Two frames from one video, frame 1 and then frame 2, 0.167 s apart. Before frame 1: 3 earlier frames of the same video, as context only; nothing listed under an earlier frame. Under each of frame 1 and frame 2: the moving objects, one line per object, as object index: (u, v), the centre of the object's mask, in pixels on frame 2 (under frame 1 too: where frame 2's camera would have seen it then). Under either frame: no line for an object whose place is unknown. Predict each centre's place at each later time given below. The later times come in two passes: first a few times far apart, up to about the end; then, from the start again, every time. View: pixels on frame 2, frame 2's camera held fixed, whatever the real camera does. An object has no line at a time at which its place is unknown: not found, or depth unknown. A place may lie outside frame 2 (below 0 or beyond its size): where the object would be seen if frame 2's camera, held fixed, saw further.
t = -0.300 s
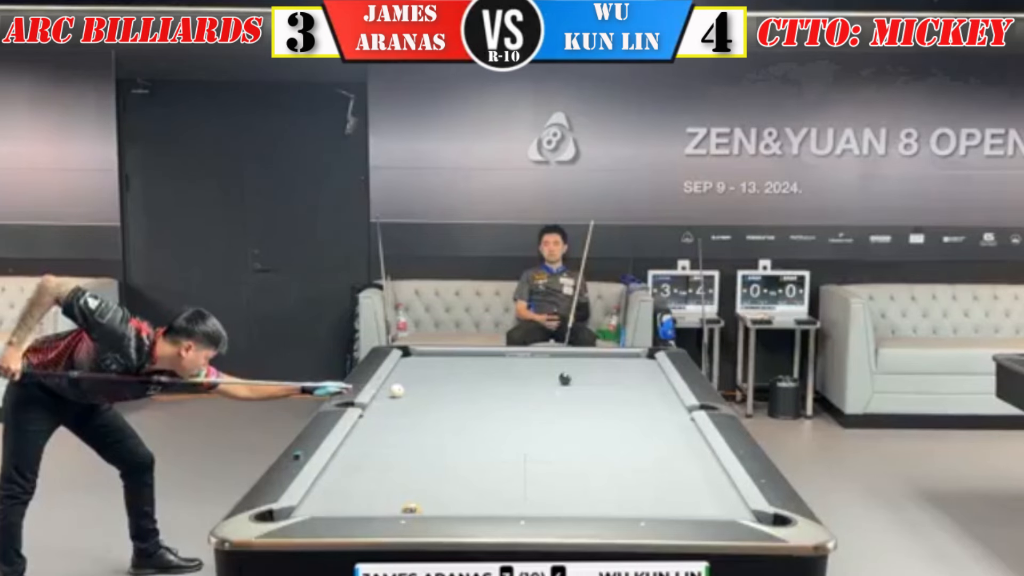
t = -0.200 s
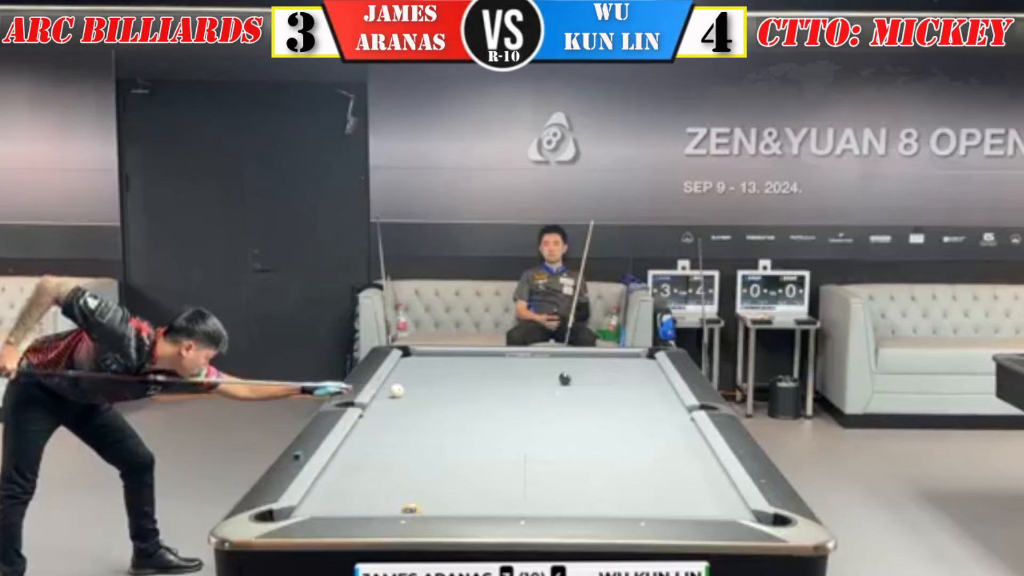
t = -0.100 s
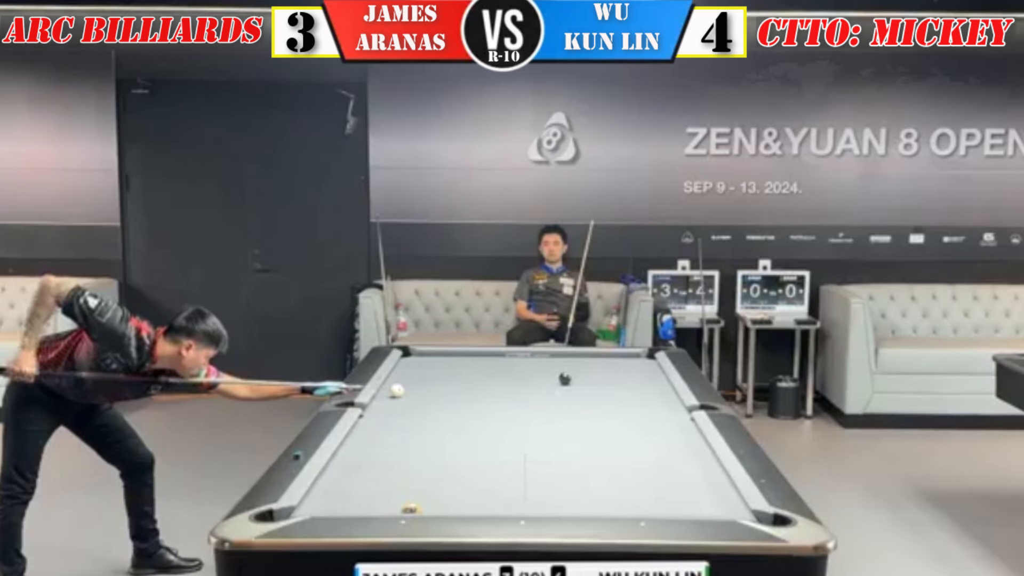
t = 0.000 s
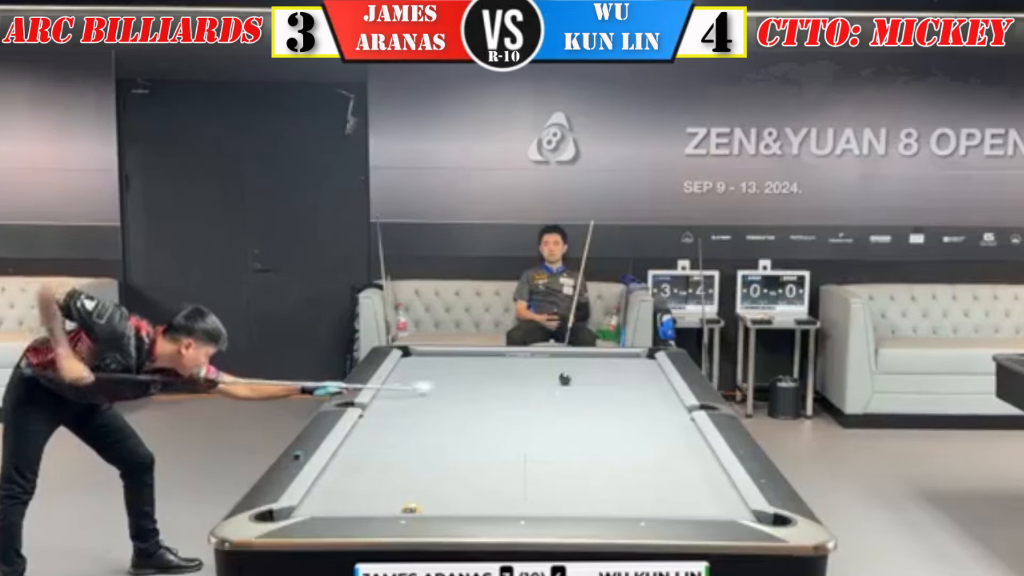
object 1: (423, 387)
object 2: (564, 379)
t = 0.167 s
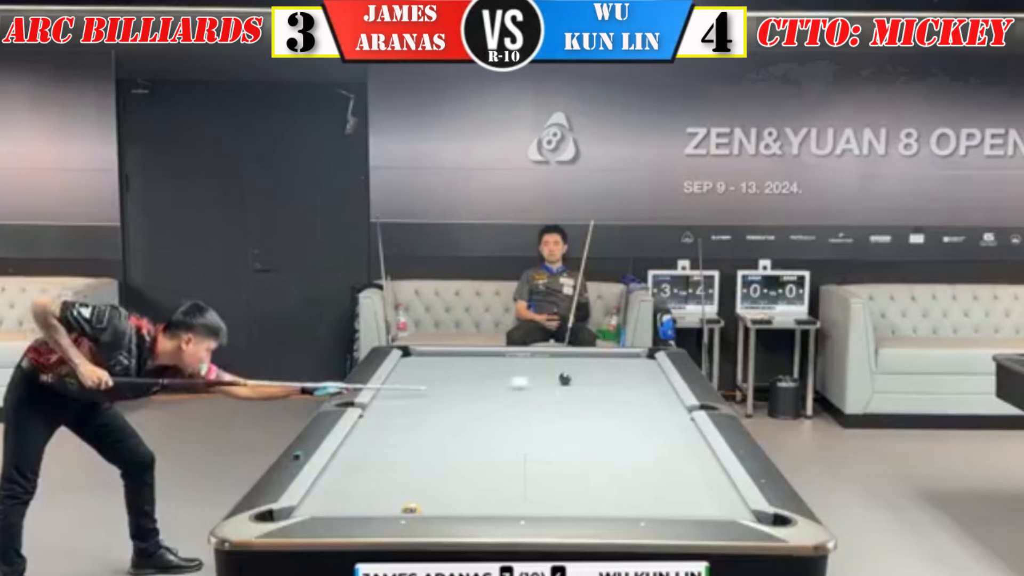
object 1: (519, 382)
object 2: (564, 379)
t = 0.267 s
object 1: (567, 381)
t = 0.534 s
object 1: (666, 389)
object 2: (613, 362)
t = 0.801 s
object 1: (605, 395)
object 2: (645, 355)
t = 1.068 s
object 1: (547, 402)
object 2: (631, 358)
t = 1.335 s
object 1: (488, 408)
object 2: (613, 359)
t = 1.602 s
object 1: (427, 415)
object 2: (597, 362)
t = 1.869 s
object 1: (366, 423)
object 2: (579, 363)
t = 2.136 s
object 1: (391, 427)
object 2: (563, 364)
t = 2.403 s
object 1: (418, 430)
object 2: (549, 366)
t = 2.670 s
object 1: (443, 434)
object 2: (534, 366)
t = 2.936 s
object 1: (467, 437)
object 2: (522, 368)
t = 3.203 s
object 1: (490, 441)
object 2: (509, 369)
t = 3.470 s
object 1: (513, 445)
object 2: (498, 370)
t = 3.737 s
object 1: (534, 448)
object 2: (488, 371)
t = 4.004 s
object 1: (555, 452)
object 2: (479, 372)
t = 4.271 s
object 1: (573, 454)
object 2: (472, 372)
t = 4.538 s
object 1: (591, 458)
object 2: (465, 373)
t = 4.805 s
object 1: (608, 460)
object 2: (460, 373)
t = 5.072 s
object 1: (623, 463)
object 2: (456, 373)
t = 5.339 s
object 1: (637, 466)
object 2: (453, 373)
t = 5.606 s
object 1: (649, 468)
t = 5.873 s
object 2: (452, 375)
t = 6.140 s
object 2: (452, 375)
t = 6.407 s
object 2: (452, 375)
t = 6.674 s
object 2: (452, 374)
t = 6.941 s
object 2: (452, 374)
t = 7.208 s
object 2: (452, 374)
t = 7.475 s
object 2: (452, 374)
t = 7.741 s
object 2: (452, 374)
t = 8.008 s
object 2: (452, 374)
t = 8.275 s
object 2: (452, 374)
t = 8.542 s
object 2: (452, 374)
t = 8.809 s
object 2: (452, 374)
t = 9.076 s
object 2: (452, 374)
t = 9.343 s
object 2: (452, 374)
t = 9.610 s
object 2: (452, 374)
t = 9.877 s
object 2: (452, 374)
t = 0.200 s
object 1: (538, 381)
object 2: (564, 379)
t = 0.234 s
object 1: (556, 380)
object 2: (567, 379)
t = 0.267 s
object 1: (567, 381)
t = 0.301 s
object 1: (581, 382)
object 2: (576, 372)
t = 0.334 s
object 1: (591, 384)
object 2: (583, 373)
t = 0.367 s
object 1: (604, 384)
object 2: (589, 371)
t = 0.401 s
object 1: (616, 386)
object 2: (595, 368)
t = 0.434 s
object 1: (629, 388)
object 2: (600, 367)
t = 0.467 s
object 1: (640, 388)
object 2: (604, 365)
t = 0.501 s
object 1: (654, 389)
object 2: (609, 364)
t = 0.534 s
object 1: (666, 389)
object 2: (613, 362)
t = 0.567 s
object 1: (662, 390)
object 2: (617, 362)
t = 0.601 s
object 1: (652, 391)
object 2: (621, 360)
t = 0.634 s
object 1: (644, 392)
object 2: (625, 359)
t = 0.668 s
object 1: (635, 392)
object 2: (629, 358)
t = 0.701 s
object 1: (627, 393)
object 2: (633, 358)
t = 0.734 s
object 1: (619, 394)
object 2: (638, 356)
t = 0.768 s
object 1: (612, 395)
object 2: (641, 357)
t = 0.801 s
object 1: (605, 395)
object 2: (645, 355)
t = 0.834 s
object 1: (598, 396)
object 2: (646, 355)
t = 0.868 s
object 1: (591, 397)
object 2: (646, 356)
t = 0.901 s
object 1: (584, 398)
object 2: (643, 356)
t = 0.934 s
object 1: (576, 399)
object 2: (641, 356)
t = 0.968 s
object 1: (569, 400)
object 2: (639, 357)
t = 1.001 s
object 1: (562, 400)
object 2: (637, 358)
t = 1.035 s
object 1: (554, 401)
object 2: (634, 357)
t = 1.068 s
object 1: (547, 402)
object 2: (631, 358)
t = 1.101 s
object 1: (540, 403)
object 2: (630, 358)
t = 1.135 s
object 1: (533, 404)
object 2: (627, 358)
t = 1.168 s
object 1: (526, 404)
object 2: (625, 358)
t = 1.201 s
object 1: (518, 405)
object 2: (623, 358)
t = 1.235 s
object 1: (511, 406)
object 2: (620, 359)
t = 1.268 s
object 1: (504, 406)
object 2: (618, 359)
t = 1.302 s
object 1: (496, 408)
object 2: (617, 359)
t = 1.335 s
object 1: (488, 408)
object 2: (613, 359)
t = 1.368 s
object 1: (481, 409)
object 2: (611, 359)
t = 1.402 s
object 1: (474, 410)
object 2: (609, 359)
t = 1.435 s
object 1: (467, 411)
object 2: (607, 360)
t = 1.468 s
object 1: (459, 412)
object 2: (604, 359)
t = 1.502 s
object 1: (450, 412)
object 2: (602, 360)
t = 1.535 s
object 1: (443, 414)
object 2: (600, 361)
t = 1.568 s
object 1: (436, 414)
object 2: (598, 361)
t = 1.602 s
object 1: (427, 415)
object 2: (597, 362)
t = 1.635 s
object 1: (420, 417)
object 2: (594, 361)
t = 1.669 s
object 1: (412, 417)
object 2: (591, 362)
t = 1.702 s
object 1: (404, 418)
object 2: (589, 362)
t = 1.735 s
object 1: (397, 419)
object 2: (587, 362)
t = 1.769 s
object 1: (389, 420)
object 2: (585, 362)
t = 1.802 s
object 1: (382, 421)
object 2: (583, 363)
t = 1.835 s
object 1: (373, 422)
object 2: (581, 363)
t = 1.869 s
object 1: (366, 423)
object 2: (579, 363)
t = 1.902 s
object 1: (365, 424)
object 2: (577, 363)
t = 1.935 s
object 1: (370, 424)
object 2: (575, 363)
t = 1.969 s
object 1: (374, 424)
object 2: (573, 363)
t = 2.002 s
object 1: (378, 425)
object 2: (571, 363)
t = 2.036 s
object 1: (381, 425)
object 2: (569, 363)
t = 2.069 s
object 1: (385, 426)
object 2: (567, 363)
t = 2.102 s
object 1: (387, 426)
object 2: (565, 364)
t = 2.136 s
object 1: (391, 427)
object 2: (563, 364)
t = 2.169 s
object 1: (394, 427)
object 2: (561, 364)
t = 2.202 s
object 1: (397, 427)
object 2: (560, 364)
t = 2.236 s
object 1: (401, 428)
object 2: (558, 364)
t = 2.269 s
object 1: (404, 428)
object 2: (555, 365)
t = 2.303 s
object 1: (407, 429)
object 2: (553, 365)
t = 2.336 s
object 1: (411, 429)
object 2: (551, 365)
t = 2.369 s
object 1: (413, 430)
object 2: (550, 366)
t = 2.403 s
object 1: (418, 430)
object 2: (549, 366)
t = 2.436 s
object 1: (421, 430)
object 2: (547, 366)
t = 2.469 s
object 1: (424, 431)
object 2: (545, 366)
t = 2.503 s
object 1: (427, 431)
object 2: (543, 366)
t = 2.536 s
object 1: (430, 432)
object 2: (541, 366)
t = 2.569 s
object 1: (434, 432)
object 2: (539, 366)
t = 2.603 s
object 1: (436, 433)
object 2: (538, 366)
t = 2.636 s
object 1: (440, 433)
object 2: (536, 366)
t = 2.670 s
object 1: (443, 434)
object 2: (534, 366)
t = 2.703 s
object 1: (446, 434)
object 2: (533, 367)
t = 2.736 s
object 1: (449, 435)
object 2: (531, 367)
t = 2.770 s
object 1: (452, 435)
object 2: (529, 367)
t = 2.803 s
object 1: (455, 435)
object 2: (528, 367)
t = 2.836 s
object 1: (458, 436)
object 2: (526, 367)
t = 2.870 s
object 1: (461, 436)
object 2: (524, 368)
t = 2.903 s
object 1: (464, 437)
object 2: (523, 368)
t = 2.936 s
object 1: (467, 437)
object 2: (522, 368)
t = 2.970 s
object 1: (470, 438)
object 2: (520, 368)
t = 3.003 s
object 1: (473, 438)
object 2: (518, 368)
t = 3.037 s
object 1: (476, 439)
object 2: (516, 368)
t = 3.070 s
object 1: (479, 439)
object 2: (515, 368)
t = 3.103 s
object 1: (482, 440)
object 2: (513, 368)
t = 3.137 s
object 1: (485, 440)
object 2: (512, 368)
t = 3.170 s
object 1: (488, 441)
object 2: (510, 368)
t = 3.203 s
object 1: (490, 441)
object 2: (509, 369)
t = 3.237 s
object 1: (493, 441)
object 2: (507, 369)
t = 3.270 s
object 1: (496, 442)
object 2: (506, 369)
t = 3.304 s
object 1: (499, 442)
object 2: (505, 369)
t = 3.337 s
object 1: (501, 443)
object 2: (503, 370)
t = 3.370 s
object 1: (504, 443)
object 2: (502, 370)
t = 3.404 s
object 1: (507, 444)
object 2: (501, 370)
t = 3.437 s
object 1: (510, 444)
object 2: (499, 370)
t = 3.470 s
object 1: (513, 445)
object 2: (498, 370)
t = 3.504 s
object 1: (516, 445)
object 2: (496, 370)
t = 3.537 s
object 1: (518, 445)
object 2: (495, 370)
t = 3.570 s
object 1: (521, 446)
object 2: (494, 370)
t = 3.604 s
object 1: (524, 446)
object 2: (493, 370)
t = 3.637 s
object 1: (526, 447)
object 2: (492, 370)
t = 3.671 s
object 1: (529, 448)
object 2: (490, 370)
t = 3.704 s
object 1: (531, 448)
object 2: (489, 371)
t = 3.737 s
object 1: (534, 448)
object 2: (488, 371)
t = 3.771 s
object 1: (537, 449)
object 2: (487, 371)
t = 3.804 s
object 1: (539, 449)
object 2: (486, 372)
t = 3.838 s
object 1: (542, 450)
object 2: (485, 372)
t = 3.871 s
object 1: (544, 450)
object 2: (483, 371)
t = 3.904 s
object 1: (547, 450)
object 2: (483, 371)
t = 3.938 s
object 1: (550, 451)
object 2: (482, 371)
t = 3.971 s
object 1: (552, 452)
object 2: (480, 372)
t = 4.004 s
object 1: (555, 452)
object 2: (479, 372)
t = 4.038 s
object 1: (557, 453)
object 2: (478, 372)
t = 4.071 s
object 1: (559, 453)
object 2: (477, 372)
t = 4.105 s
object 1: (562, 453)
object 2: (476, 372)
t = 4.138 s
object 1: (564, 453)
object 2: (475, 372)
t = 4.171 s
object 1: (567, 454)
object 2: (474, 372)
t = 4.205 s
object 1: (569, 454)
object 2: (473, 372)
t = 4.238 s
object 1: (571, 454)
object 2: (473, 372)
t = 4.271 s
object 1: (573, 454)
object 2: (472, 372)
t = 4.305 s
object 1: (576, 454)
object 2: (471, 372)
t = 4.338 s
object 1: (578, 455)
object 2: (470, 372)
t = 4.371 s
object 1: (580, 455)
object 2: (470, 372)
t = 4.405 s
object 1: (583, 456)
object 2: (468, 372)
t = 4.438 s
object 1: (585, 457)
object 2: (468, 372)
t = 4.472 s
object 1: (587, 457)
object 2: (467, 373)
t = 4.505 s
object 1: (589, 457)
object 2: (466, 373)
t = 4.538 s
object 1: (591, 458)
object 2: (465, 373)
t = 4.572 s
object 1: (594, 458)
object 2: (465, 373)
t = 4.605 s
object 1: (595, 458)
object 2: (464, 373)
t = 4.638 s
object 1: (597, 459)
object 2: (463, 373)
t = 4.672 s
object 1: (599, 459)
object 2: (463, 373)
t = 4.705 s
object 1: (601, 459)
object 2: (462, 373)
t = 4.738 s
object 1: (604, 459)
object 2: (461, 373)
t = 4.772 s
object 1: (606, 459)
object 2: (461, 373)
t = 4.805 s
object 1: (608, 460)
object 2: (460, 373)
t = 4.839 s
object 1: (610, 461)
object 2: (460, 373)
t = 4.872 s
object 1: (612, 461)
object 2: (459, 373)
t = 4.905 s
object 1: (613, 461)
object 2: (458, 373)
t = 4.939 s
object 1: (615, 462)
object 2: (458, 373)
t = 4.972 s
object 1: (618, 462)
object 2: (457, 373)
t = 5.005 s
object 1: (620, 462)
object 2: (457, 373)
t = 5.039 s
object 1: (621, 462)
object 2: (456, 373)
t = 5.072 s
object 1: (623, 463)
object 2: (456, 373)
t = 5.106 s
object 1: (625, 463)
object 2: (456, 373)
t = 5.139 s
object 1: (627, 463)
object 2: (455, 373)
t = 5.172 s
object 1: (628, 463)
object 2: (455, 373)
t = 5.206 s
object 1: (630, 464)
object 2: (454, 373)
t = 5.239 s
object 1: (632, 464)
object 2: (454, 373)
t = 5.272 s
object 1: (634, 465)
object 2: (454, 373)
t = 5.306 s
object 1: (635, 465)
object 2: (453, 373)
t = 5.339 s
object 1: (637, 466)
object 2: (453, 373)
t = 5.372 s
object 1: (638, 467)
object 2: (453, 374)
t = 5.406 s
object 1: (640, 467)
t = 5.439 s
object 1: (642, 467)
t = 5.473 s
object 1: (643, 467)
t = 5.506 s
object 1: (644, 468)
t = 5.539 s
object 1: (646, 468)
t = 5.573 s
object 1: (648, 468)
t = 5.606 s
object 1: (649, 468)
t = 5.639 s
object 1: (650, 469)
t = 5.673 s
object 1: (652, 469)
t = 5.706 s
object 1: (654, 469)
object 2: (452, 374)
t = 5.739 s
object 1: (655, 469)
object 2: (452, 374)
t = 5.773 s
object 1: (656, 470)
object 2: (452, 375)
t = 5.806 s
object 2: (452, 375)
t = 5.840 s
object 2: (452, 375)
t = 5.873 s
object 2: (452, 375)
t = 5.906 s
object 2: (452, 375)
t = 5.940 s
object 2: (452, 375)
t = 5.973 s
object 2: (452, 375)
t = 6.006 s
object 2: (452, 375)
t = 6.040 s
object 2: (452, 375)
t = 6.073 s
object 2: (452, 375)
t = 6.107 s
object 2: (452, 375)
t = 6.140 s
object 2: (452, 375)
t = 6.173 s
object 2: (452, 375)
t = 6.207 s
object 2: (452, 375)
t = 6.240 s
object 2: (452, 375)
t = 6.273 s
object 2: (452, 375)
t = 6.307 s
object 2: (452, 375)
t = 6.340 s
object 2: (452, 375)
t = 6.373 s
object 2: (452, 375)
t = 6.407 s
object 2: (452, 375)
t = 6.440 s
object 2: (452, 374)
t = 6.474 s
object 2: (452, 374)
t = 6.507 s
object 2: (452, 374)
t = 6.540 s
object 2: (452, 374)
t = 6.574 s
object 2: (452, 374)
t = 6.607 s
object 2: (452, 374)
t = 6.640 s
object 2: (452, 374)
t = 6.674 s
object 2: (452, 374)
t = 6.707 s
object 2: (452, 374)
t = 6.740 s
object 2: (452, 374)
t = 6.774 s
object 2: (452, 374)
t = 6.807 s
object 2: (452, 374)
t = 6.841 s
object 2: (452, 374)
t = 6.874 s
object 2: (452, 374)
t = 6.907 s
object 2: (452, 374)
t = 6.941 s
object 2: (452, 374)
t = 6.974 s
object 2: (452, 374)
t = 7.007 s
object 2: (452, 374)
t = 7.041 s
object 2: (452, 374)
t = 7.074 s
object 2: (452, 374)
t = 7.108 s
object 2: (452, 374)
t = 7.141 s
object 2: (452, 374)
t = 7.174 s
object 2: (452, 374)
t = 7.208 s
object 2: (452, 374)
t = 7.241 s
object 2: (452, 374)
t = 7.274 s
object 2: (452, 374)
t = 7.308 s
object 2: (452, 374)
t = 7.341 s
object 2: (452, 374)
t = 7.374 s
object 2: (452, 374)
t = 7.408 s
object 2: (452, 374)
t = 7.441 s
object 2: (452, 374)
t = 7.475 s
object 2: (452, 374)
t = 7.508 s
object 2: (452, 374)
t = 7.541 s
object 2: (452, 374)
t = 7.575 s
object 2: (452, 374)
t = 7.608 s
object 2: (452, 374)
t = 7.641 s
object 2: (452, 374)
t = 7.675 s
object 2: (452, 374)
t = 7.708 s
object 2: (452, 374)
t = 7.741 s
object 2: (452, 374)
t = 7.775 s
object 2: (452, 374)
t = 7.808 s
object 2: (452, 374)
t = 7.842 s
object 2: (452, 374)
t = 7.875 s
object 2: (452, 374)
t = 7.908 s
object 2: (452, 374)
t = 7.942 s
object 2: (452, 374)
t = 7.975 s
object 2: (452, 374)
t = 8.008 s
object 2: (452, 374)
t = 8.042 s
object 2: (452, 374)
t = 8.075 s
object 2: (452, 374)
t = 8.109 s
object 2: (452, 374)
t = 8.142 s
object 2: (452, 374)
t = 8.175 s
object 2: (452, 374)
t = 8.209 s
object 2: (452, 374)
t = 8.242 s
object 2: (452, 374)
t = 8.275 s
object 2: (452, 374)
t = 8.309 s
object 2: (452, 374)
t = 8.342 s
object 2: (452, 374)
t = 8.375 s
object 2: (452, 374)
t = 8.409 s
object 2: (452, 374)
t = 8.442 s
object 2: (452, 374)
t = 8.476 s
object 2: (452, 374)
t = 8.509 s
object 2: (452, 374)
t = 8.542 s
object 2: (452, 374)
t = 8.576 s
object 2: (452, 374)
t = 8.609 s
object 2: (452, 374)
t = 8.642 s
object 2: (452, 374)
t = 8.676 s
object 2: (452, 374)
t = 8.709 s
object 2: (452, 374)
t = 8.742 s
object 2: (452, 374)
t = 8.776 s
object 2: (452, 374)
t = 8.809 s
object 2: (452, 374)
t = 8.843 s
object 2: (452, 374)
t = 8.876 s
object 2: (452, 374)
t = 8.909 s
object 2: (452, 374)
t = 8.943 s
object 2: (452, 374)
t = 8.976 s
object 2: (452, 374)
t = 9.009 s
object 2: (452, 374)
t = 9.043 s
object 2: (452, 374)
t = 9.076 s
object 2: (452, 374)
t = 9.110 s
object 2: (452, 374)
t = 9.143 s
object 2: (452, 374)
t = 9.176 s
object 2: (452, 374)
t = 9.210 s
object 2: (452, 374)
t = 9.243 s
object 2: (452, 374)
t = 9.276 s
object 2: (452, 374)
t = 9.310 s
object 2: (452, 374)
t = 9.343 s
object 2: (452, 374)
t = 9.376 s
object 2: (452, 374)
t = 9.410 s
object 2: (452, 374)
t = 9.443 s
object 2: (452, 374)
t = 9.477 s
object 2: (452, 374)
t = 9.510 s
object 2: (452, 374)
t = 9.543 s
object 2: (452, 374)
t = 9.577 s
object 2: (452, 374)
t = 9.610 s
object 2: (452, 374)
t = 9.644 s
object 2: (452, 374)
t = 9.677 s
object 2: (452, 374)
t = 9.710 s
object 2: (452, 374)
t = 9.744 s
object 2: (452, 374)
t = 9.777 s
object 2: (452, 374)
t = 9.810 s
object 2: (452, 374)
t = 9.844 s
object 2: (452, 374)
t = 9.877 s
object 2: (452, 374)
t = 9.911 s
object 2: (452, 374)
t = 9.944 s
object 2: (452, 374)
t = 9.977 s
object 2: (452, 374)
